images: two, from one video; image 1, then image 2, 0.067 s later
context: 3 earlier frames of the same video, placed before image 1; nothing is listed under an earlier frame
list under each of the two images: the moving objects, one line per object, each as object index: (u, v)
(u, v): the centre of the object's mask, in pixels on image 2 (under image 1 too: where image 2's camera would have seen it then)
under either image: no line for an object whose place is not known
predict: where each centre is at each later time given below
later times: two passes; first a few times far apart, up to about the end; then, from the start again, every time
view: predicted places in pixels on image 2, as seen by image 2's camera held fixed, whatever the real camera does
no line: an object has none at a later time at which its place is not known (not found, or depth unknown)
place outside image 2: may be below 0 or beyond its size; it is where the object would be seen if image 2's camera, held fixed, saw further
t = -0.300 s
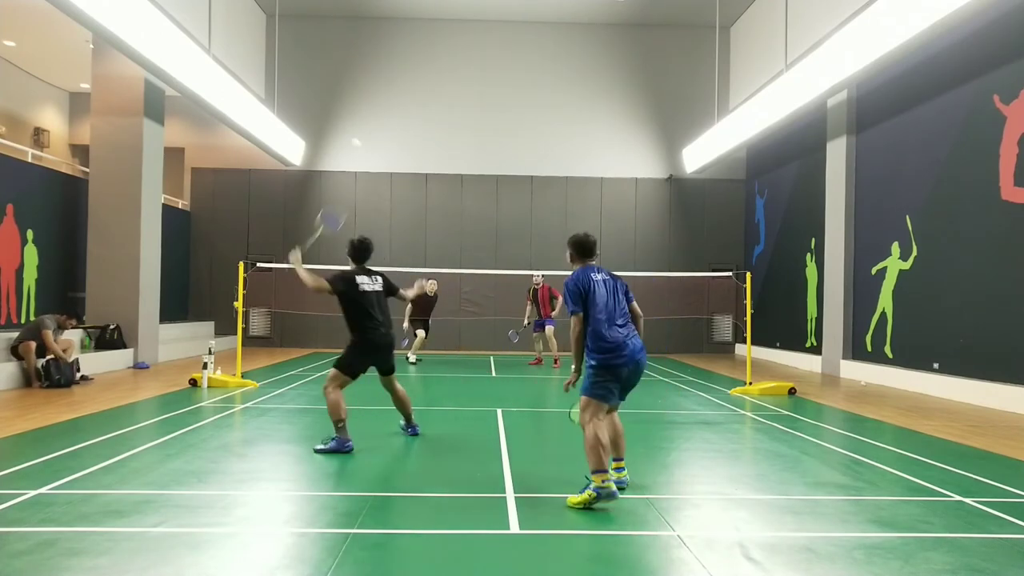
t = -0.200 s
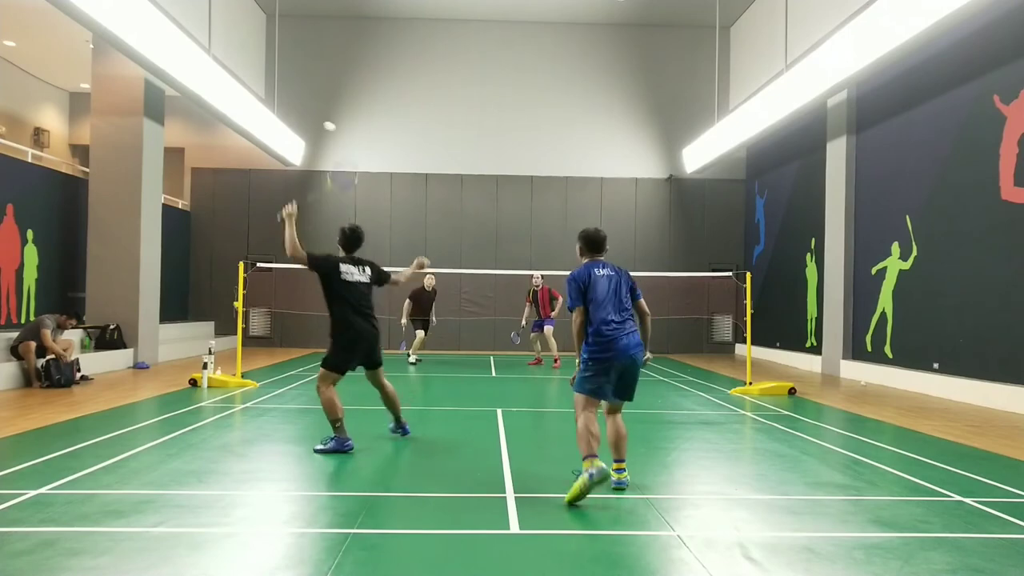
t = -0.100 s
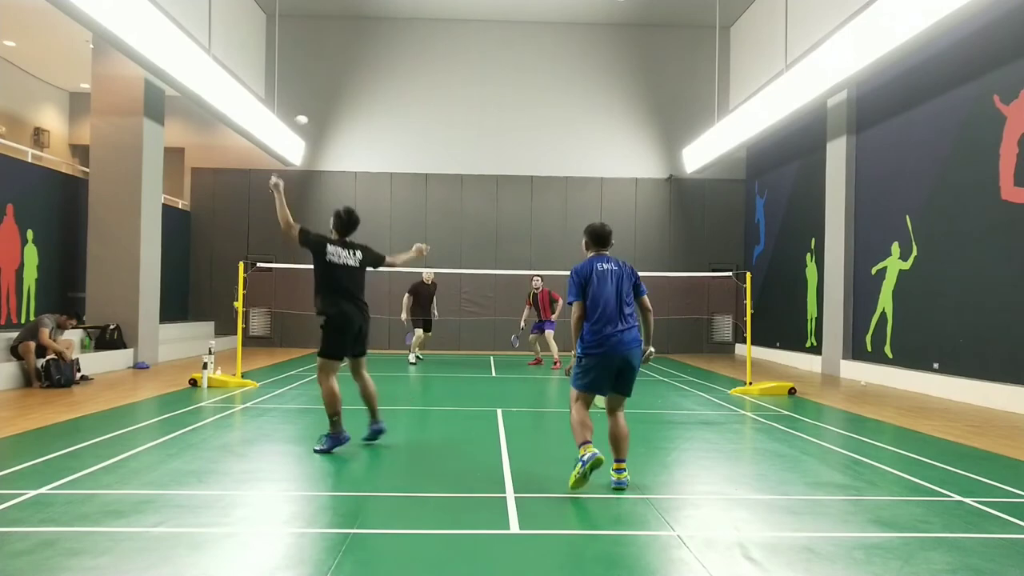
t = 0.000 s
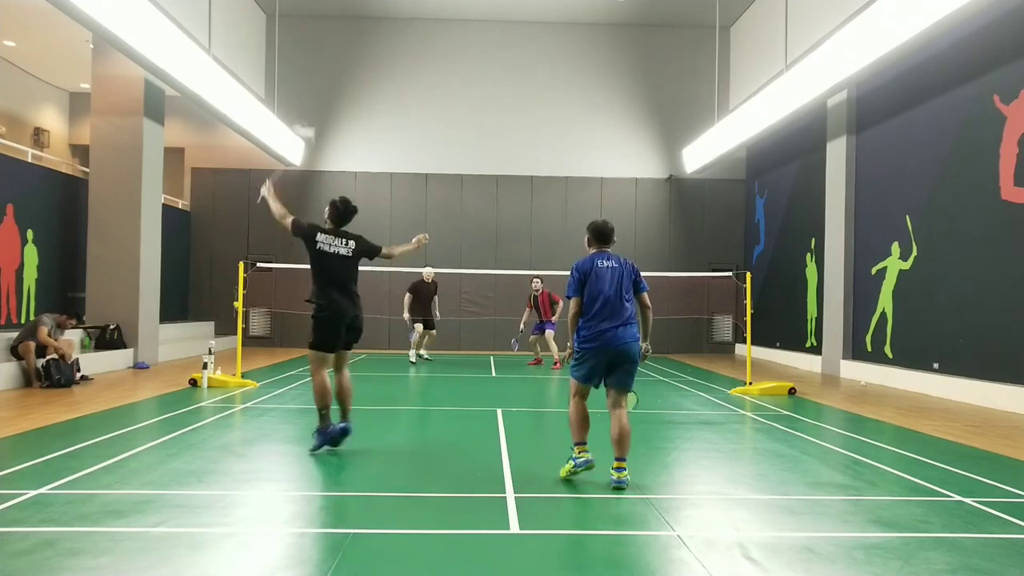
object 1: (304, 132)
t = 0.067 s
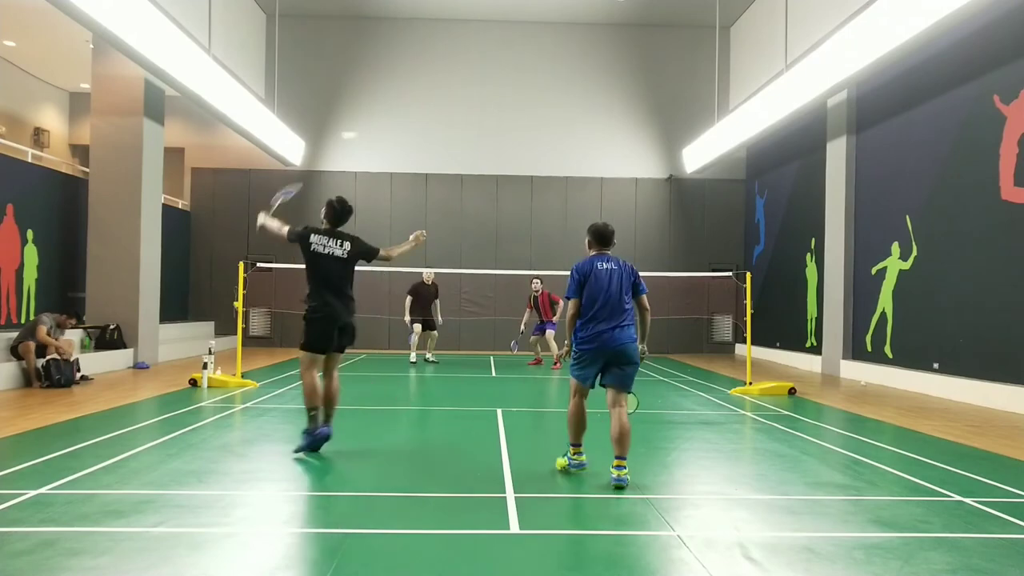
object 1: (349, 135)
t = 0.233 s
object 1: (405, 165)
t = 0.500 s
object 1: (449, 226)
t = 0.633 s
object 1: (462, 262)
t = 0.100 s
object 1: (365, 139)
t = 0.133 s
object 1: (376, 148)
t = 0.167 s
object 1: (386, 153)
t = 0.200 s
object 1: (397, 159)
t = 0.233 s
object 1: (405, 165)
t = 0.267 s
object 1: (413, 172)
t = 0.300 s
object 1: (420, 179)
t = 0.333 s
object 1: (426, 186)
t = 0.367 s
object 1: (431, 193)
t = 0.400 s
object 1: (436, 201)
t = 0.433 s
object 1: (441, 209)
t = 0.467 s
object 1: (445, 217)
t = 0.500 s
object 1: (449, 226)
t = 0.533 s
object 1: (453, 235)
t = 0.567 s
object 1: (456, 243)
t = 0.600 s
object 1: (459, 253)
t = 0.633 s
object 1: (462, 262)
